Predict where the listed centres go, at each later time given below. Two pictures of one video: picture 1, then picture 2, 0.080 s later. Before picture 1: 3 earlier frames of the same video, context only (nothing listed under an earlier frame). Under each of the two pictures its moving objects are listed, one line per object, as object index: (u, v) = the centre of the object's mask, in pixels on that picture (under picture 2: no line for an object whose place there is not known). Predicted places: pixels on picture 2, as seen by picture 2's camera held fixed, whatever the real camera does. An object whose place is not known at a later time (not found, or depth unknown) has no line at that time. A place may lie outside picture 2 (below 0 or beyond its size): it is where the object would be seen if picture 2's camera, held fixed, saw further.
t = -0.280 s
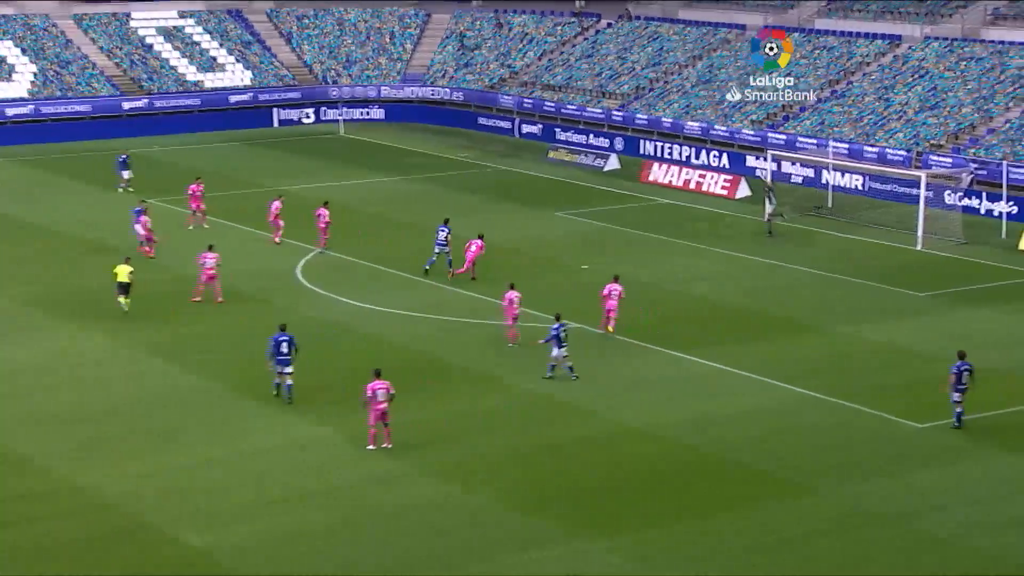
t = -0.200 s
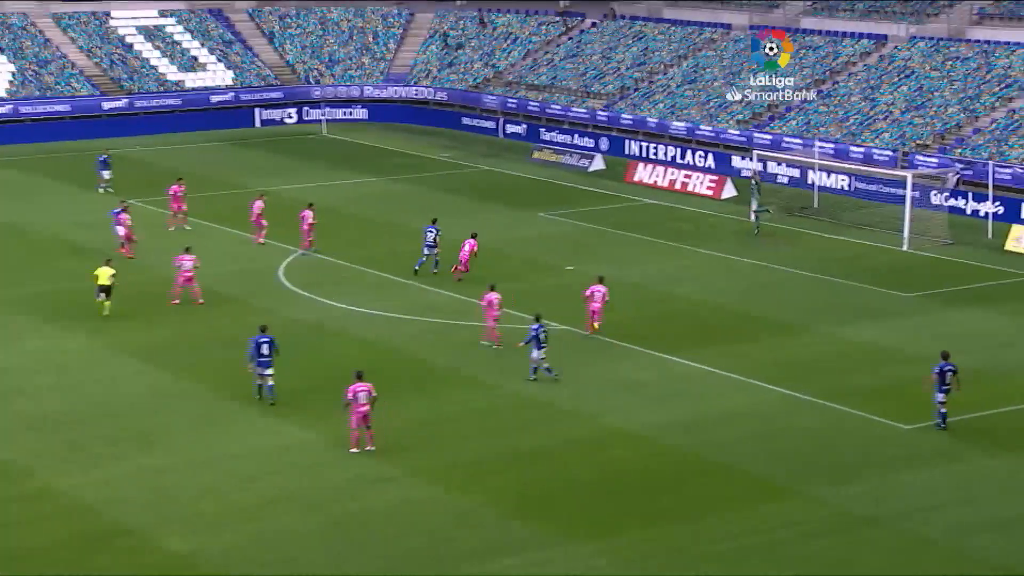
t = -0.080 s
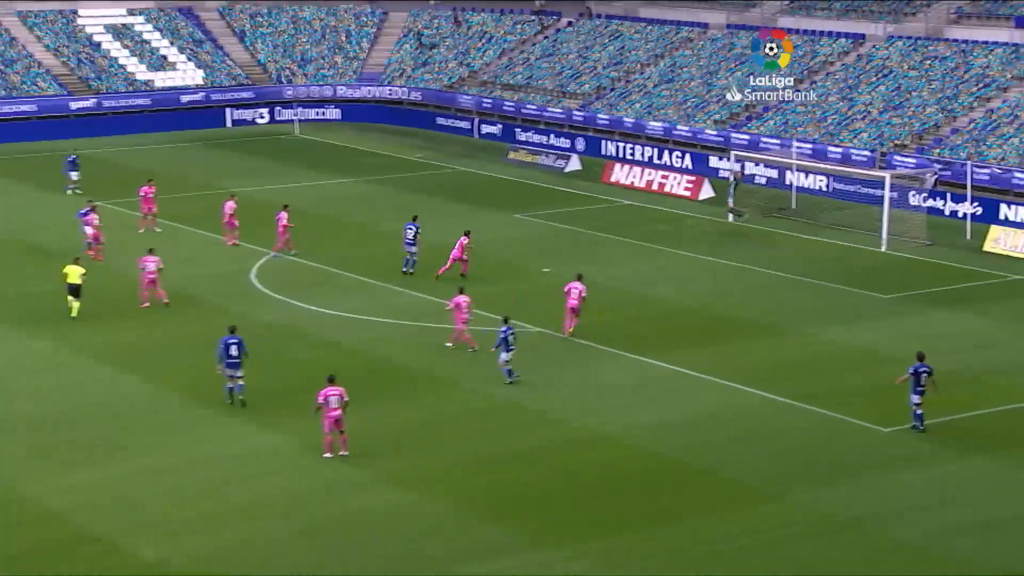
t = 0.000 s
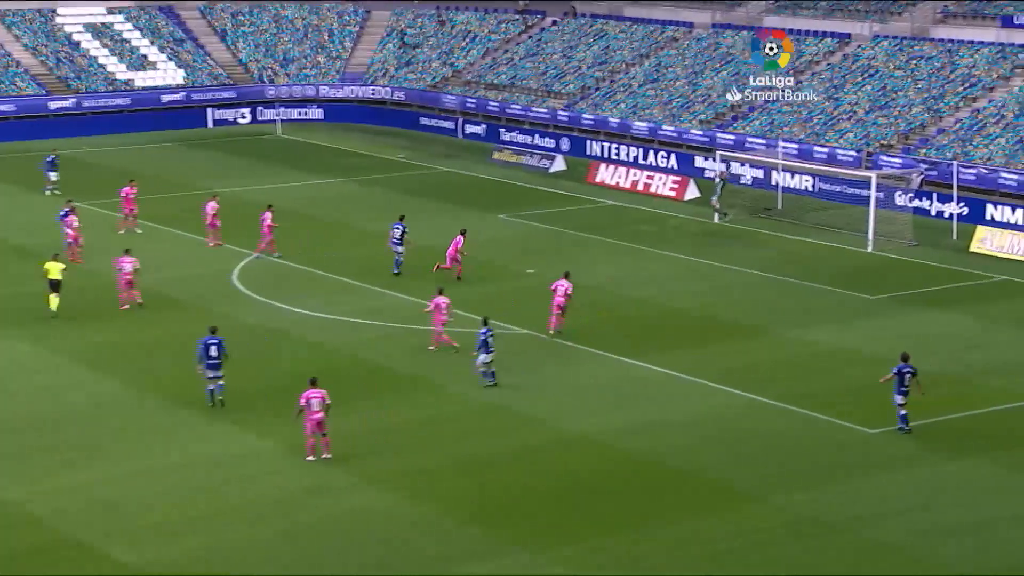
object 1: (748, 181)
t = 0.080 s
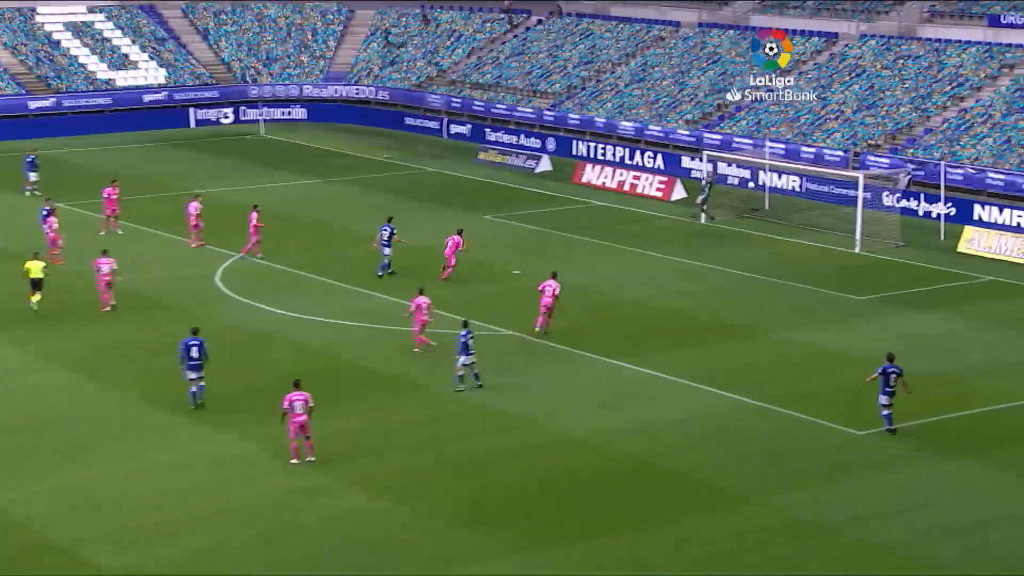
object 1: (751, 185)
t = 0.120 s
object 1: (759, 189)
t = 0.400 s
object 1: (818, 234)
